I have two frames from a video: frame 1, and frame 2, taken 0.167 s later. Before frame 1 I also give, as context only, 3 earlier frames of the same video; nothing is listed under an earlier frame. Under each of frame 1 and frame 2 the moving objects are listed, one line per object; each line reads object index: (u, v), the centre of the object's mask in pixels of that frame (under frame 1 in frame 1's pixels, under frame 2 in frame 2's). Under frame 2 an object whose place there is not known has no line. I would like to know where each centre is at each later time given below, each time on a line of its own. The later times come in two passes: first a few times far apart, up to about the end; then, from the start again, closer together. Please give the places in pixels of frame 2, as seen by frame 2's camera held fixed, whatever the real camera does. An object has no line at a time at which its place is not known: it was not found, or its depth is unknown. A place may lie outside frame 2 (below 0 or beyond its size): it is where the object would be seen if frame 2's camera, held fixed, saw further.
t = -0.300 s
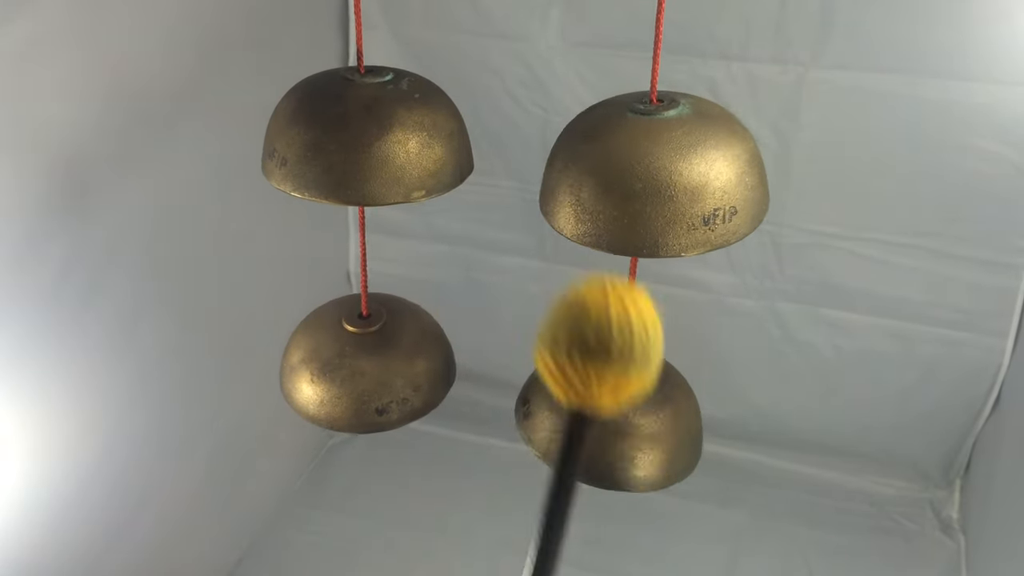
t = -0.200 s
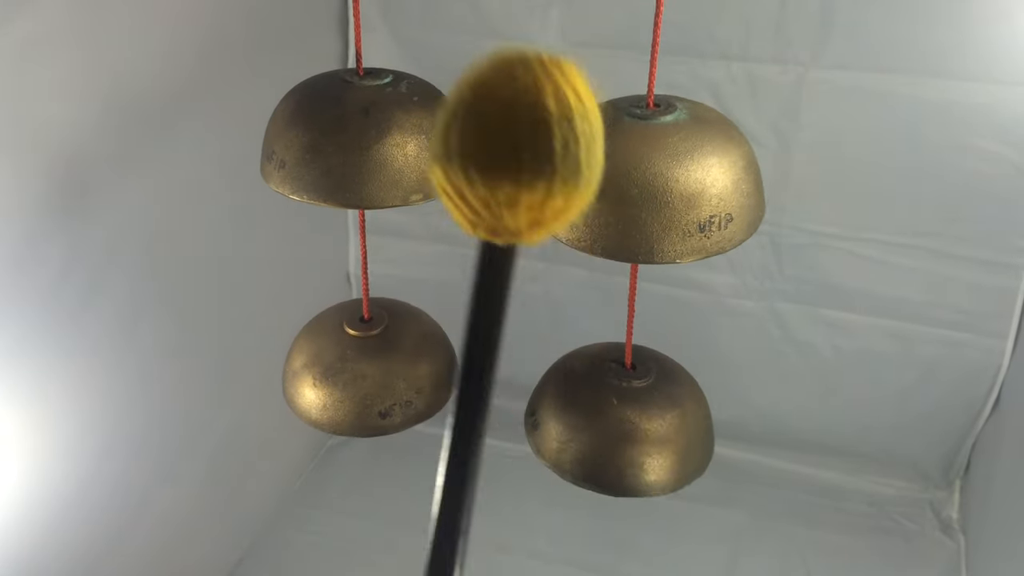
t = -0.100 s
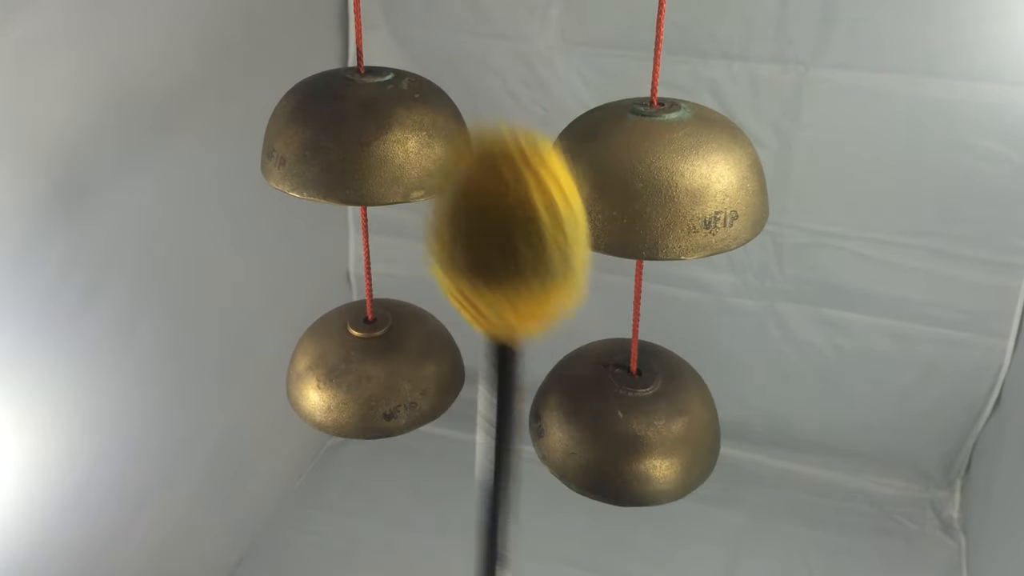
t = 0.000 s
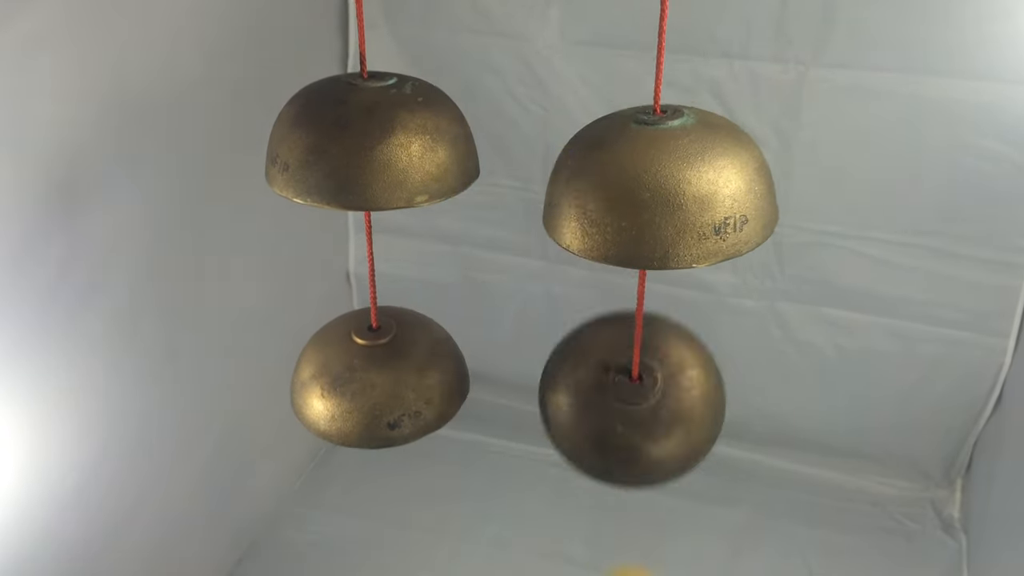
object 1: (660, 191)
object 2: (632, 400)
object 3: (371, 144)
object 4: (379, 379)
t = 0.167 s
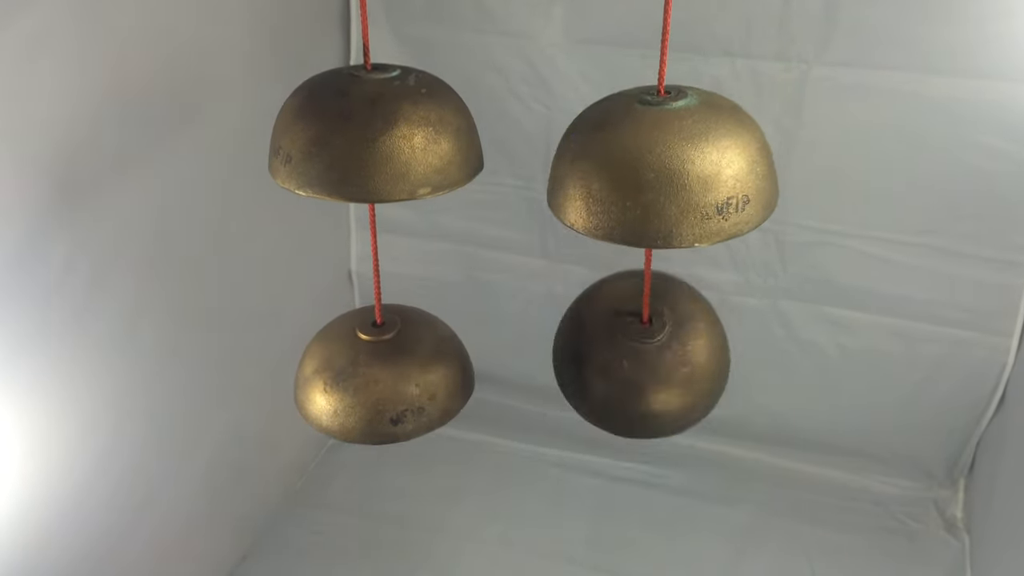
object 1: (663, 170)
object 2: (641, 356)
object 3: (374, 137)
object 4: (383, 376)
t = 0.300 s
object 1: (662, 152)
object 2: (625, 380)
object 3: (370, 133)
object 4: (379, 368)
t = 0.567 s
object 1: (654, 183)
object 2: (613, 465)
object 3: (373, 134)
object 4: (375, 362)
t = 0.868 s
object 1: (671, 166)
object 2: (628, 429)
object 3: (372, 135)
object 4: (378, 374)
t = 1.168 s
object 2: (632, 366)
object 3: (373, 136)
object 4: (385, 369)
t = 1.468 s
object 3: (372, 134)
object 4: (375, 362)
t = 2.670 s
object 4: (378, 381)
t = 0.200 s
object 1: (662, 167)
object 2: (638, 362)
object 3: (375, 139)
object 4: (383, 378)
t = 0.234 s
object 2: (634, 366)
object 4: (383, 376)
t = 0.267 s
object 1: (662, 158)
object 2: (630, 371)
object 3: (373, 137)
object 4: (381, 372)
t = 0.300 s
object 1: (662, 152)
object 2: (625, 380)
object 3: (370, 133)
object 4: (379, 368)
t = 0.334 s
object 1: (664, 151)
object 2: (620, 394)
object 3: (370, 132)
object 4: (378, 366)
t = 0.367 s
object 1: (664, 156)
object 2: (614, 411)
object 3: (371, 135)
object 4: (377, 367)
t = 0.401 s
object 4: (378, 367)
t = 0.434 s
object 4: (378, 365)
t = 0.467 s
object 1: (664, 182)
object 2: (611, 446)
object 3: (374, 136)
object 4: (377, 362)
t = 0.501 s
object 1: (657, 186)
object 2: (610, 453)
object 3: (371, 135)
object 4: (374, 361)
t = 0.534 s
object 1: (655, 185)
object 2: (611, 459)
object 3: (371, 134)
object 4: (374, 361)
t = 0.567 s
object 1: (654, 183)
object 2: (613, 465)
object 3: (373, 134)
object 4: (375, 362)
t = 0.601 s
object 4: (375, 363)
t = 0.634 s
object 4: (375, 363)
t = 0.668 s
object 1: (654, 183)
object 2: (615, 474)
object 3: (371, 135)
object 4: (375, 364)
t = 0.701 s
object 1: (657, 187)
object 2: (615, 474)
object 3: (370, 134)
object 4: (374, 366)
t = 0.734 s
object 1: (663, 186)
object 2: (617, 471)
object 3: (370, 135)
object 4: (375, 370)
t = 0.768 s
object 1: (666, 181)
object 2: (619, 464)
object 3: (370, 135)
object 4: (376, 372)
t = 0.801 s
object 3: (372, 136)
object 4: (377, 374)
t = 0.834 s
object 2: (625, 442)
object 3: (372, 136)
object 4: (378, 374)
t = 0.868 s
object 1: (671, 166)
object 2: (628, 429)
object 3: (372, 135)
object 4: (378, 374)
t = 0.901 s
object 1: (669, 166)
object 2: (631, 416)
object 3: (372, 134)
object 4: (379, 375)
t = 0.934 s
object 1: (666, 170)
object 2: (635, 402)
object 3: (373, 136)
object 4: (381, 377)
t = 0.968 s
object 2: (639, 387)
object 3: (375, 138)
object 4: (383, 379)
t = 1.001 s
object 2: (641, 371)
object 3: (376, 138)
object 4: (384, 378)
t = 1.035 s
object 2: (642, 358)
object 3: (375, 137)
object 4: (385, 375)
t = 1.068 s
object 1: (660, 170)
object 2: (641, 351)
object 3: (373, 136)
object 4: (385, 372)
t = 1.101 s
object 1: (660, 169)
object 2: (639, 350)
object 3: (372, 135)
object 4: (385, 371)
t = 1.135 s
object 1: (661, 169)
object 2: (636, 355)
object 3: (373, 135)
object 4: (385, 370)
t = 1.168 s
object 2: (632, 366)
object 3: (373, 136)
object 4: (385, 369)
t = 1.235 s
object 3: (373, 135)
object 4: (382, 365)
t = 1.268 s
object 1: (666, 165)
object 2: (620, 405)
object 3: (373, 134)
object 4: (380, 362)
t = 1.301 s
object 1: (665, 165)
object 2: (617, 417)
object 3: (373, 133)
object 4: (378, 361)
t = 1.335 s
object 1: (664, 169)
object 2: (614, 429)
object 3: (373, 134)
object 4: (377, 361)
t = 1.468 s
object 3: (372, 134)
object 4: (375, 362)
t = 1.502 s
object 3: (372, 134)
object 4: (375, 364)
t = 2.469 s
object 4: (373, 370)
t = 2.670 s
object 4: (378, 381)
